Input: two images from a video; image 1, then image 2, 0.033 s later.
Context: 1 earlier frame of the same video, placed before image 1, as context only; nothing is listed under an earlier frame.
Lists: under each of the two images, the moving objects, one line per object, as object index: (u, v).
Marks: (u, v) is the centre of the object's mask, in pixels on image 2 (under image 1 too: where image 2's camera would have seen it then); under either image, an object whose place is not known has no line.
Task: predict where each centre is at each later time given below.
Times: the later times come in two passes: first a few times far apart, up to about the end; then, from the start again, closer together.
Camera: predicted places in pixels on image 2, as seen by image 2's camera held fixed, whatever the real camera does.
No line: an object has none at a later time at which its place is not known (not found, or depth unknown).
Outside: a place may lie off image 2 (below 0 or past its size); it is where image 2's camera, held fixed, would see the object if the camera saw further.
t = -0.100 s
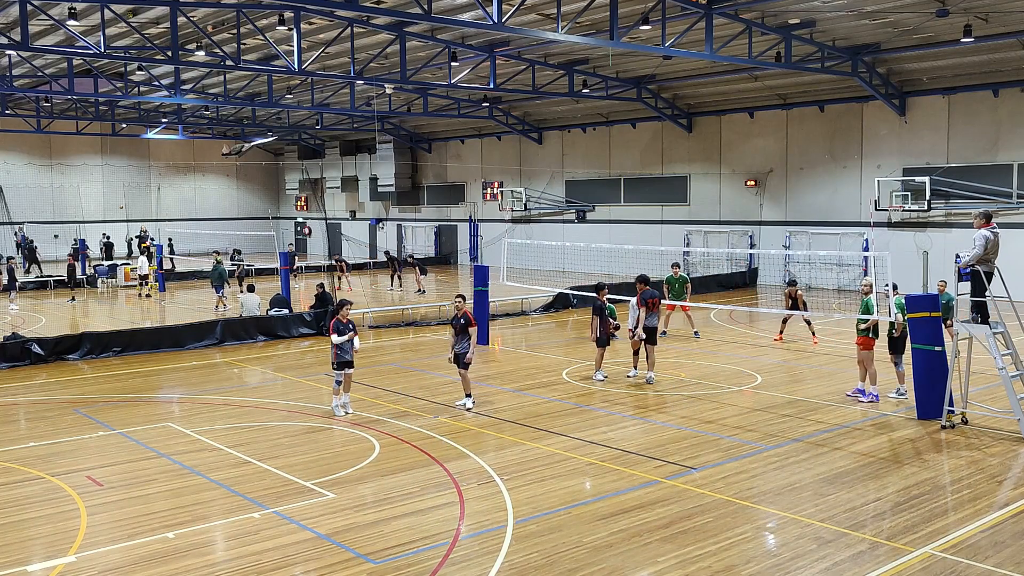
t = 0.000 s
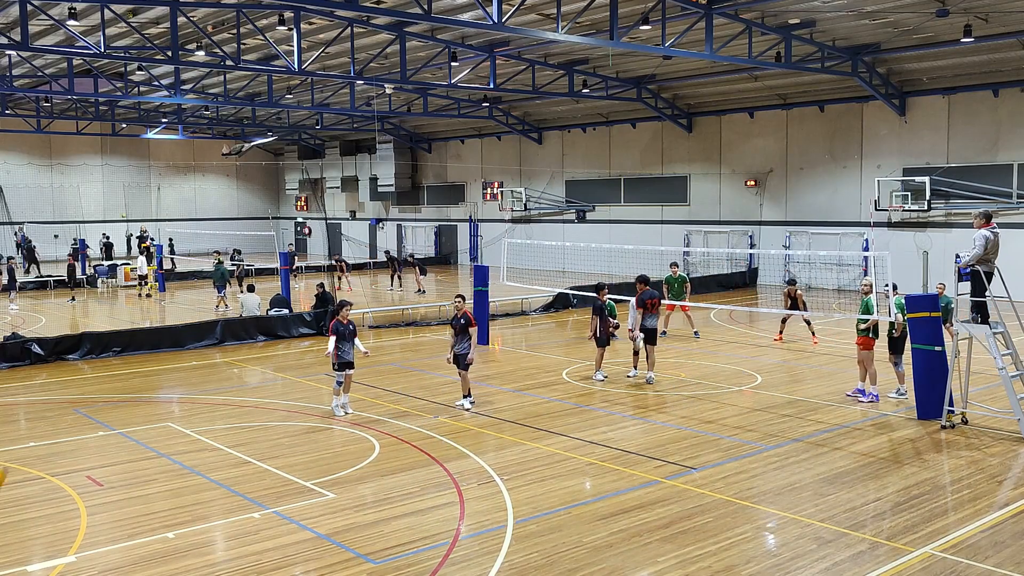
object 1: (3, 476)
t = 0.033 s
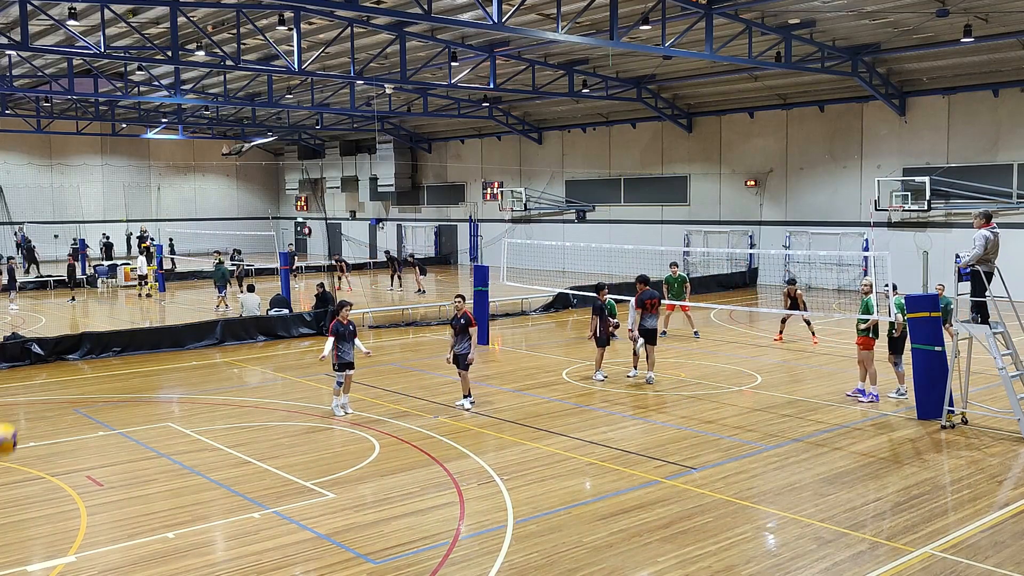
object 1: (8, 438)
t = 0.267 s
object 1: (62, 227)
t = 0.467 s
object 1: (112, 116)
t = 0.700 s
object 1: (170, 60)
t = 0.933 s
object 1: (225, 71)
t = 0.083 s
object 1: (15, 385)
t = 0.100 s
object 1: (19, 369)
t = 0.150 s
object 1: (32, 322)
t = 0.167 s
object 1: (37, 306)
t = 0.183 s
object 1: (41, 292)
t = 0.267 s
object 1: (62, 227)
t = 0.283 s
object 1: (66, 215)
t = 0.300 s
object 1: (70, 204)
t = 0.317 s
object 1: (74, 193)
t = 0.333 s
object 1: (79, 183)
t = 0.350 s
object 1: (83, 173)
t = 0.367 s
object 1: (87, 164)
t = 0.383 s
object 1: (92, 155)
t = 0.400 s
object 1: (96, 145)
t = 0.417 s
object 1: (100, 138)
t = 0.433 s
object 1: (104, 130)
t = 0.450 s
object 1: (108, 123)
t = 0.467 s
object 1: (112, 116)
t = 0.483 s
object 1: (116, 110)
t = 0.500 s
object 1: (121, 104)
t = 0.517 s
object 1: (125, 98)
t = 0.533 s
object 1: (129, 92)
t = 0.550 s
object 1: (133, 87)
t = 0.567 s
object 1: (137, 83)
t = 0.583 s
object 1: (142, 80)
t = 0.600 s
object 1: (146, 74)
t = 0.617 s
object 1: (150, 72)
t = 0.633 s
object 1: (155, 68)
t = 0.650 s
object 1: (158, 65)
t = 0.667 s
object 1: (162, 64)
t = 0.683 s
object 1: (167, 62)
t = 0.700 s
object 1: (170, 60)
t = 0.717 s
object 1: (174, 58)
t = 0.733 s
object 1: (178, 57)
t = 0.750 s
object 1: (182, 57)
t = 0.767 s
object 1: (185, 56)
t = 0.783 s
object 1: (190, 56)
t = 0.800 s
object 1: (194, 56)
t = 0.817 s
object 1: (198, 57)
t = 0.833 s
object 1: (202, 58)
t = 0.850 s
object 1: (206, 60)
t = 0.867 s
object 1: (210, 62)
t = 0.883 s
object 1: (214, 64)
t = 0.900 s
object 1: (218, 66)
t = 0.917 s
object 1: (221, 68)
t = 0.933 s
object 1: (225, 71)
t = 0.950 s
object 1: (229, 75)
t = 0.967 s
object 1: (232, 78)
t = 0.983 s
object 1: (236, 81)
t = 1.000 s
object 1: (240, 87)
